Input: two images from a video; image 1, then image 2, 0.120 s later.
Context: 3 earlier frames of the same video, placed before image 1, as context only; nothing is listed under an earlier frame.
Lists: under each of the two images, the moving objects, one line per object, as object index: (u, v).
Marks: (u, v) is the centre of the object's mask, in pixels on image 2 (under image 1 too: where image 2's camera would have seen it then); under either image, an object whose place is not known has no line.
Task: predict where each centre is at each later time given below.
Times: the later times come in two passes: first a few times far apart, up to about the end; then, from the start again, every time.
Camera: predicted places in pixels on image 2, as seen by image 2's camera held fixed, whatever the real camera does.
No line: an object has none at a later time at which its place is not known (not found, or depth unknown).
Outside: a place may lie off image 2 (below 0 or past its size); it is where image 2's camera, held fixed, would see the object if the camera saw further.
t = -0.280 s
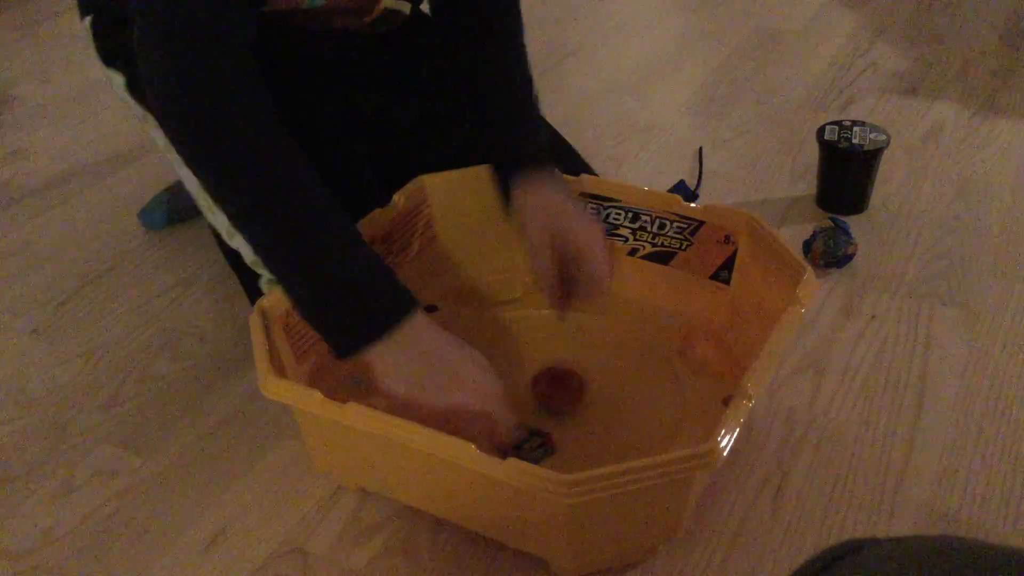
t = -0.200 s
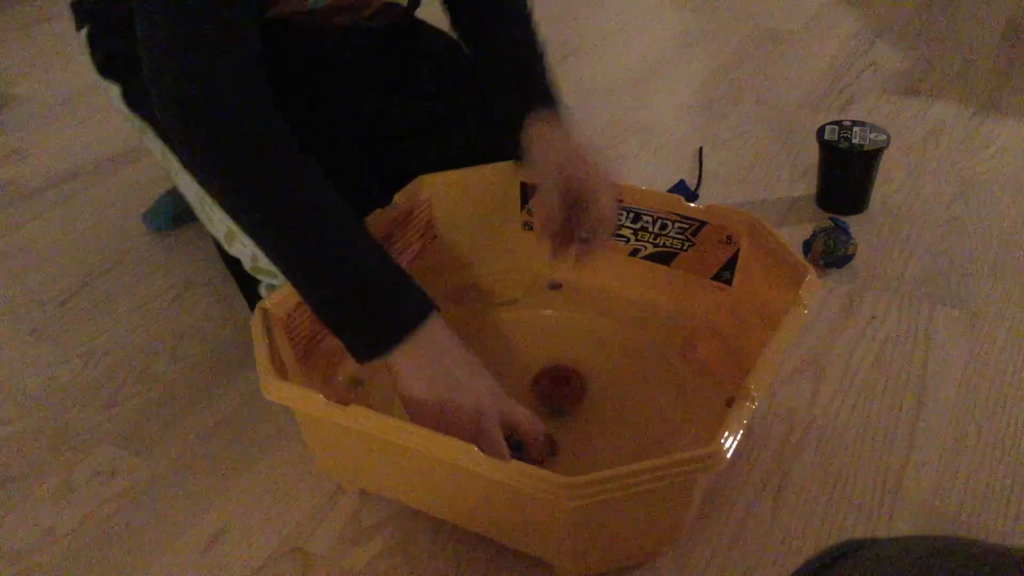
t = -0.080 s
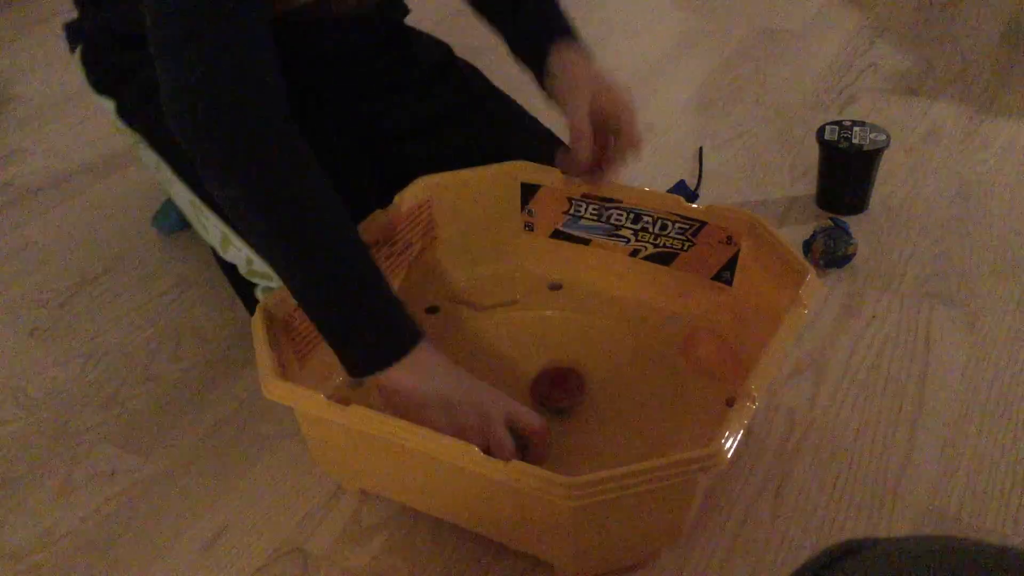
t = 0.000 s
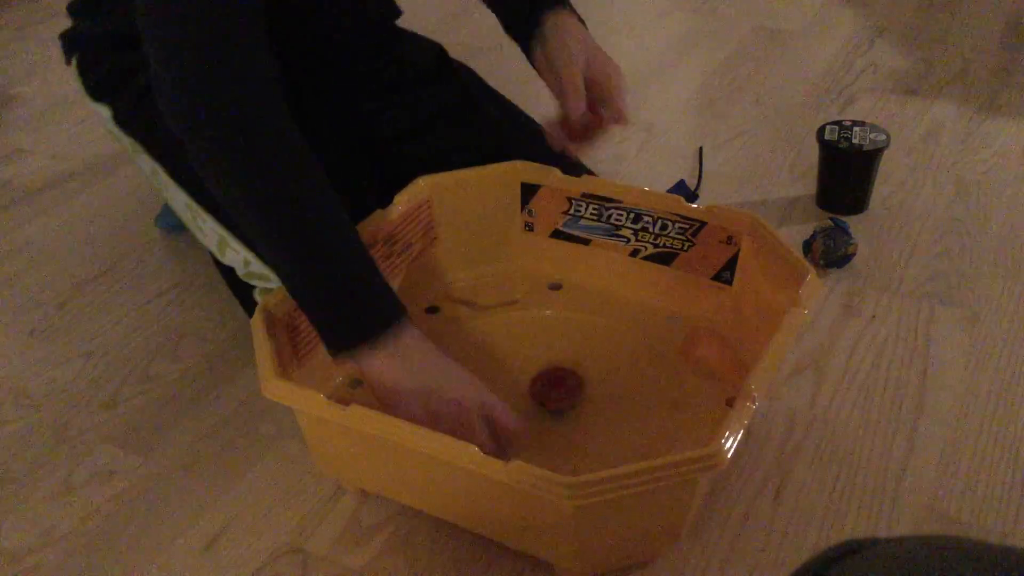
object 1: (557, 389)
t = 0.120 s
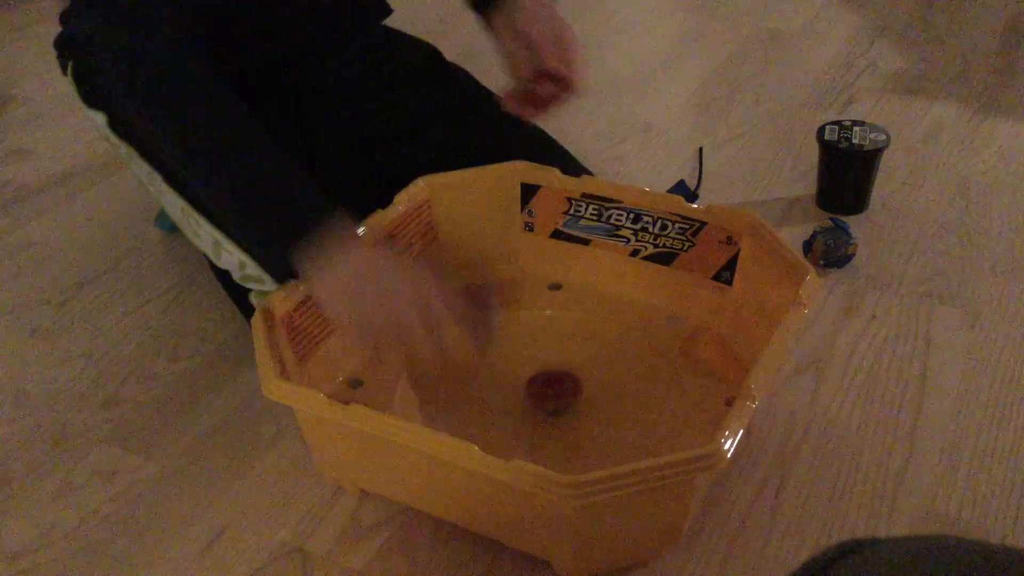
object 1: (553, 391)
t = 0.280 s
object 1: (545, 393)
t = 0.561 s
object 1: (533, 392)
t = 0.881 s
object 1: (529, 391)
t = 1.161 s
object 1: (539, 394)
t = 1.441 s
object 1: (548, 399)
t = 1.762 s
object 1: (547, 400)
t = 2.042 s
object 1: (547, 396)
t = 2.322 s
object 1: (549, 395)
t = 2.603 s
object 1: (548, 395)
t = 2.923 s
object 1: (543, 395)
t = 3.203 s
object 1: (541, 394)
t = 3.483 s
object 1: (539, 395)
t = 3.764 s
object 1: (542, 395)
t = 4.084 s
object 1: (545, 396)
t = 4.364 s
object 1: (544, 395)
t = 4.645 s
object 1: (546, 396)
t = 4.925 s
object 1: (544, 396)
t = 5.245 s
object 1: (546, 396)
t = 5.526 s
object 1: (545, 395)
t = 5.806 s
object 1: (545, 394)
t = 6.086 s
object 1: (543, 394)
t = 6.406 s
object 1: (543, 393)
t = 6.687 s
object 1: (542, 393)
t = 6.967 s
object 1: (544, 393)
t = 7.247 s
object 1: (542, 395)
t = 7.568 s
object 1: (537, 400)
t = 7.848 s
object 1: (536, 403)
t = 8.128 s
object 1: (536, 403)
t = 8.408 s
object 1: (536, 403)
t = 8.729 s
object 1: (536, 402)
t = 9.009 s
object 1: (536, 403)
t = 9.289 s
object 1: (536, 403)
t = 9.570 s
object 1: (536, 403)
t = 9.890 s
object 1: (536, 403)
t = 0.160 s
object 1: (552, 392)
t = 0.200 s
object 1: (548, 393)
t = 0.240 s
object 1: (548, 393)
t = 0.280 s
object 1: (545, 393)
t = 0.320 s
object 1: (544, 394)
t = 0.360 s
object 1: (540, 394)
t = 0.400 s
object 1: (540, 394)
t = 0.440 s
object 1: (535, 393)
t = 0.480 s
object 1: (536, 393)
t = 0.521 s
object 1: (533, 392)
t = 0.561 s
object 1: (533, 392)
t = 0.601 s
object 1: (530, 392)
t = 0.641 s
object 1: (531, 391)
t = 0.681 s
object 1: (528, 391)
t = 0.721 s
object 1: (528, 390)
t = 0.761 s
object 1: (528, 390)
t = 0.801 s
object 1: (528, 390)
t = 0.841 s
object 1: (529, 391)
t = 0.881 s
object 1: (529, 391)
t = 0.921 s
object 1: (532, 391)
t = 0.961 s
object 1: (531, 391)
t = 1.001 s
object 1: (535, 391)
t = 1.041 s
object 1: (534, 393)
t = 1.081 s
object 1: (536, 392)
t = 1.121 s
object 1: (538, 392)
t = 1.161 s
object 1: (539, 394)
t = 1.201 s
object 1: (541, 396)
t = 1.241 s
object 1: (540, 395)
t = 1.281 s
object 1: (544, 397)
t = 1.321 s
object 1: (542, 396)
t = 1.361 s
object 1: (546, 397)
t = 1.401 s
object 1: (545, 398)
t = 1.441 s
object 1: (548, 399)
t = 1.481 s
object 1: (548, 400)
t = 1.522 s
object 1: (548, 399)
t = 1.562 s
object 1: (549, 399)
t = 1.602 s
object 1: (547, 400)
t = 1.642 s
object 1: (549, 400)
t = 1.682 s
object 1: (547, 400)
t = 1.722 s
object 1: (549, 399)
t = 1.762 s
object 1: (547, 400)
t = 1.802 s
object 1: (547, 399)
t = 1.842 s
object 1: (548, 400)
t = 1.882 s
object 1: (545, 398)
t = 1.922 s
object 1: (548, 398)
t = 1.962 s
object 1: (546, 397)
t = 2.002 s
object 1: (547, 396)
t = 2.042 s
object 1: (547, 396)
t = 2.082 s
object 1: (546, 395)
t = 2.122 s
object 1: (548, 395)
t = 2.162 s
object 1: (546, 395)
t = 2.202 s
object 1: (549, 395)
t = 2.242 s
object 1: (547, 395)
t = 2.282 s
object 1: (548, 394)
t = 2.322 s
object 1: (549, 395)
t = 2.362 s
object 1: (548, 394)
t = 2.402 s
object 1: (549, 394)
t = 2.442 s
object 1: (547, 394)
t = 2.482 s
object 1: (548, 394)
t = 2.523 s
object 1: (548, 395)
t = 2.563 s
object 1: (546, 394)
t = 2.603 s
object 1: (548, 395)
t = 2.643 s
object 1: (546, 395)
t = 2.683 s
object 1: (546, 395)
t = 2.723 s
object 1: (546, 396)
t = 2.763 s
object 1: (544, 395)
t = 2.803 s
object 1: (546, 395)
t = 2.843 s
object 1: (544, 395)
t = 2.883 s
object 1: (543, 394)
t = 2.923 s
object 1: (543, 395)
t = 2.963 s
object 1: (540, 394)
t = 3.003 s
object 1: (543, 394)
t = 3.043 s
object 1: (541, 395)
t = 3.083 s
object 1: (540, 394)
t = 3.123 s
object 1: (541, 396)
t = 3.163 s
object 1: (539, 393)
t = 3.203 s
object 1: (541, 394)
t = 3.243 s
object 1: (540, 395)
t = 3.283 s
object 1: (540, 393)
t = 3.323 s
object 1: (541, 394)
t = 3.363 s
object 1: (539, 394)
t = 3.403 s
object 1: (541, 393)
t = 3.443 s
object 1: (542, 394)
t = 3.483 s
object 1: (539, 395)
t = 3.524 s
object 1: (542, 393)
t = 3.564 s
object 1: (540, 395)
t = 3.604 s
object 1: (540, 395)
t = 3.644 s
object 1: (542, 396)
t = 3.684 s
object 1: (540, 395)
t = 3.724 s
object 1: (541, 395)
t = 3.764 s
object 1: (542, 395)
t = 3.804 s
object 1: (541, 395)
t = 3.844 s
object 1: (544, 395)
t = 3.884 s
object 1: (543, 396)
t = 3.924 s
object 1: (543, 394)
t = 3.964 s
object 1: (545, 395)
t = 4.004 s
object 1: (544, 396)
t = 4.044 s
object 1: (544, 395)
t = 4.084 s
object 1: (545, 396)
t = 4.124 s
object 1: (543, 396)
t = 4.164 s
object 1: (545, 395)
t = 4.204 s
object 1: (545, 396)
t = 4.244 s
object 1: (543, 396)
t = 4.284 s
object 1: (546, 395)
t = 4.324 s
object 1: (545, 396)
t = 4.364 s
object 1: (544, 395)
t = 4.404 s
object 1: (545, 395)
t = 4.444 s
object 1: (544, 396)
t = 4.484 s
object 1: (544, 396)
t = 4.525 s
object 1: (547, 395)
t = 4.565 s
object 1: (544, 396)
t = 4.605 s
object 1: (545, 395)
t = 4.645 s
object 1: (546, 396)
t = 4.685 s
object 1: (544, 396)
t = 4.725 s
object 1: (545, 395)
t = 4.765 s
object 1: (546, 396)
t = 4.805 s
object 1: (545, 396)
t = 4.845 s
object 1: (545, 395)
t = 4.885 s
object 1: (546, 396)
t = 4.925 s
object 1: (544, 396)
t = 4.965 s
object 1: (547, 395)
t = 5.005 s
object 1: (546, 397)
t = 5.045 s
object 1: (543, 397)
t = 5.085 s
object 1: (545, 396)
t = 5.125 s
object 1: (546, 396)
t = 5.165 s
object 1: (544, 396)
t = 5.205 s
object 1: (546, 394)
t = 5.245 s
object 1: (546, 396)
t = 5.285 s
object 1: (544, 394)
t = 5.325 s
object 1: (546, 394)
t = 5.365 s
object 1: (546, 396)
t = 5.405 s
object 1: (545, 395)
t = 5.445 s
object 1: (545, 395)
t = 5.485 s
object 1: (545, 395)
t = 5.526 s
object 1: (545, 395)
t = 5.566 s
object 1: (546, 395)
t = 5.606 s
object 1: (545, 396)
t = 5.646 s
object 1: (542, 396)
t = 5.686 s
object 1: (544, 395)
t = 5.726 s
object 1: (545, 395)
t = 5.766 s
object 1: (543, 394)
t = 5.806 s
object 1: (545, 394)
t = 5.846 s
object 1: (543, 395)
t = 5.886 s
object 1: (541, 394)
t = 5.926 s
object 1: (543, 394)
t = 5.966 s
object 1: (544, 396)
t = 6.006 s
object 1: (542, 394)
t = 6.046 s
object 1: (542, 395)
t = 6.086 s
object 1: (543, 394)
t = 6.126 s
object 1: (541, 394)
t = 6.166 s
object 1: (543, 394)
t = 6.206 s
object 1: (545, 395)
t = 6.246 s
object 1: (542, 396)
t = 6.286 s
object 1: (541, 395)
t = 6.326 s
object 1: (544, 395)
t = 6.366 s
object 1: (542, 395)
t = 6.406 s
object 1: (543, 393)
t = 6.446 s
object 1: (544, 394)
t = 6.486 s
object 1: (541, 394)
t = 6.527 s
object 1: (542, 394)
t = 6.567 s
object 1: (545, 395)
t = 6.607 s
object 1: (543, 395)
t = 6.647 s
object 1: (541, 394)
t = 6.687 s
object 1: (542, 393)
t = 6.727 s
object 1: (544, 393)
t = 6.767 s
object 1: (543, 393)
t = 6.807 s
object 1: (543, 393)
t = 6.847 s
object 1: (543, 393)
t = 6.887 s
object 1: (540, 393)
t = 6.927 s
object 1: (542, 392)
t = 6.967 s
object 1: (544, 393)
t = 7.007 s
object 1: (543, 393)
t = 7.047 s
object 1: (541, 394)
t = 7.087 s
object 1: (539, 394)
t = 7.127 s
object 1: (537, 397)
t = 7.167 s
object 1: (537, 397)
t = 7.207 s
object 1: (539, 396)
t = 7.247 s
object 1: (542, 395)
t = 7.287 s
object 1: (544, 393)
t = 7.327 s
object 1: (548, 396)
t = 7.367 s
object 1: (549, 399)
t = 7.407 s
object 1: (547, 399)
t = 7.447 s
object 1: (543, 399)
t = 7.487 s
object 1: (540, 401)
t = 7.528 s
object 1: (538, 401)
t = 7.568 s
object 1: (537, 400)
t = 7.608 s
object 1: (537, 401)
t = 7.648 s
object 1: (535, 402)
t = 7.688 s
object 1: (535, 403)
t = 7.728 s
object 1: (536, 403)
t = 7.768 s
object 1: (536, 403)
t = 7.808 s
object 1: (536, 403)
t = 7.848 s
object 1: (536, 403)
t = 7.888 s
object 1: (536, 403)
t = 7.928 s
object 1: (536, 403)
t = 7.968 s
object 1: (536, 403)
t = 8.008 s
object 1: (536, 403)
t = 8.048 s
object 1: (536, 403)
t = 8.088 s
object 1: (536, 403)
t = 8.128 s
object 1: (536, 403)
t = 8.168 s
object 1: (536, 403)
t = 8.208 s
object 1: (536, 403)
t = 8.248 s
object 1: (536, 403)
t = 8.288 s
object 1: (536, 403)
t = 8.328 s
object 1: (536, 403)
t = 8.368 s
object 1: (536, 403)
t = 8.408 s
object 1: (536, 403)
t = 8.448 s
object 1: (536, 403)
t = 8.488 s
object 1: (536, 403)
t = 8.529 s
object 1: (536, 402)
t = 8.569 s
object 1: (536, 403)
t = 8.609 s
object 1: (536, 403)
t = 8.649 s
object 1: (536, 402)
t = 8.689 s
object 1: (536, 402)
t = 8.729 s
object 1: (536, 402)
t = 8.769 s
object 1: (536, 402)
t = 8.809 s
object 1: (536, 402)
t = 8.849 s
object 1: (536, 402)
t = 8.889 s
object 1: (536, 403)
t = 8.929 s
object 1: (536, 403)
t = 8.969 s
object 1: (536, 403)
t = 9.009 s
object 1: (536, 403)
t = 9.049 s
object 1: (536, 403)
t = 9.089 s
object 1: (536, 403)
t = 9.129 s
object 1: (536, 403)
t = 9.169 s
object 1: (536, 403)
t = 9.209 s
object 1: (536, 403)
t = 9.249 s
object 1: (536, 403)
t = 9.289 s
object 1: (536, 403)
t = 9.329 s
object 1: (536, 403)
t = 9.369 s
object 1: (536, 403)
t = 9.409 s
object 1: (536, 403)
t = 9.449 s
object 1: (536, 403)
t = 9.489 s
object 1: (536, 402)
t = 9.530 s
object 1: (536, 402)
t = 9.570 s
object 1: (536, 403)
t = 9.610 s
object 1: (536, 403)
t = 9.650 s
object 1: (536, 403)
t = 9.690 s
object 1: (536, 403)
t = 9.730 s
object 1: (536, 403)
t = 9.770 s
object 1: (536, 403)
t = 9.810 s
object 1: (536, 403)
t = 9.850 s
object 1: (536, 403)
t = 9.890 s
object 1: (536, 403)
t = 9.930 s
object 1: (536, 403)
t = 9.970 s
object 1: (536, 402)
